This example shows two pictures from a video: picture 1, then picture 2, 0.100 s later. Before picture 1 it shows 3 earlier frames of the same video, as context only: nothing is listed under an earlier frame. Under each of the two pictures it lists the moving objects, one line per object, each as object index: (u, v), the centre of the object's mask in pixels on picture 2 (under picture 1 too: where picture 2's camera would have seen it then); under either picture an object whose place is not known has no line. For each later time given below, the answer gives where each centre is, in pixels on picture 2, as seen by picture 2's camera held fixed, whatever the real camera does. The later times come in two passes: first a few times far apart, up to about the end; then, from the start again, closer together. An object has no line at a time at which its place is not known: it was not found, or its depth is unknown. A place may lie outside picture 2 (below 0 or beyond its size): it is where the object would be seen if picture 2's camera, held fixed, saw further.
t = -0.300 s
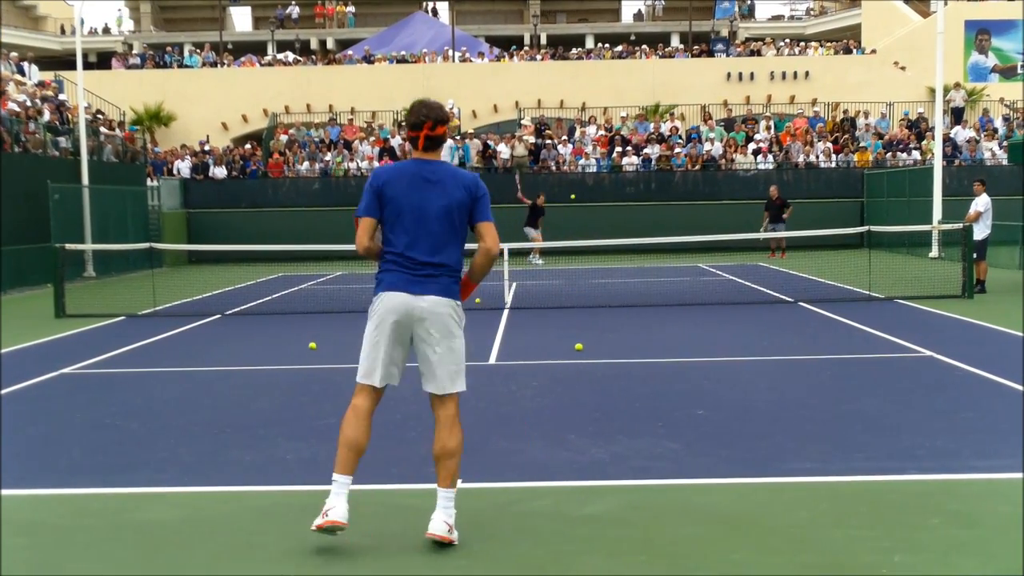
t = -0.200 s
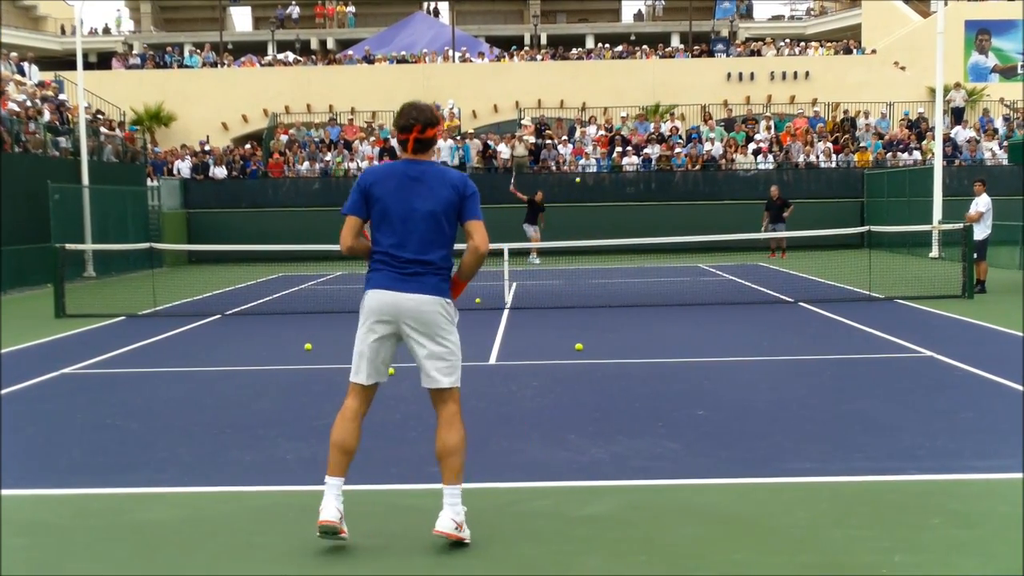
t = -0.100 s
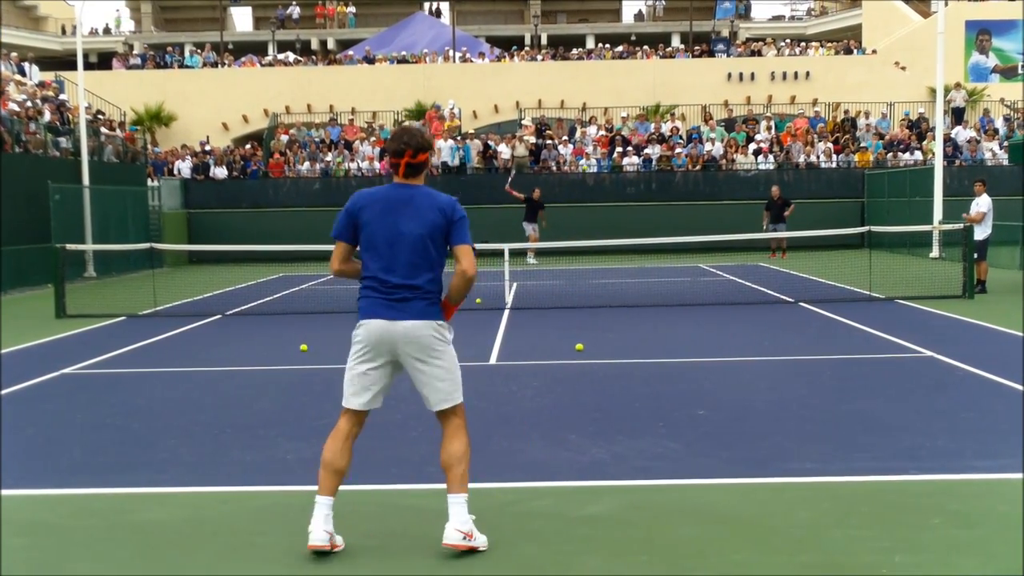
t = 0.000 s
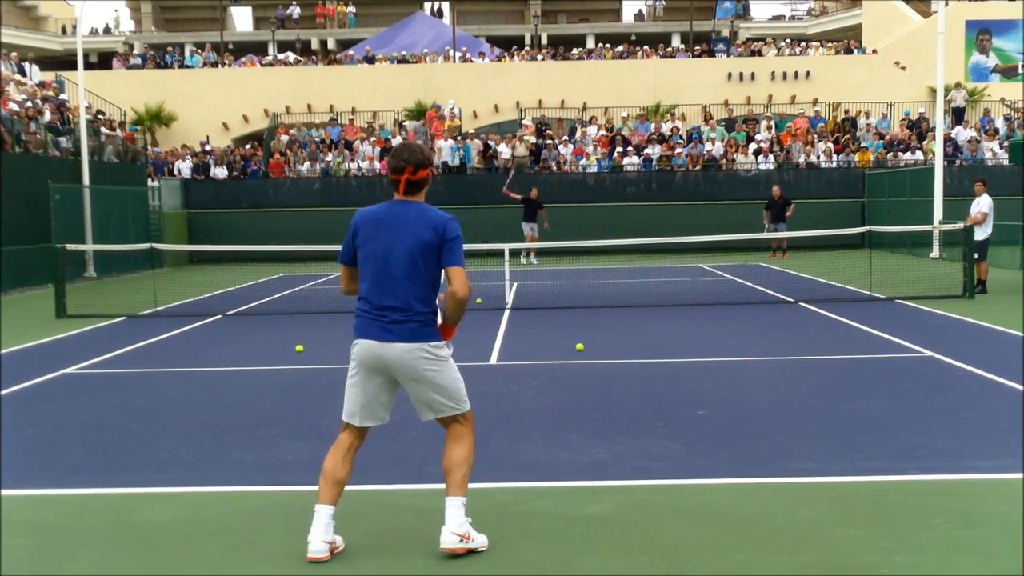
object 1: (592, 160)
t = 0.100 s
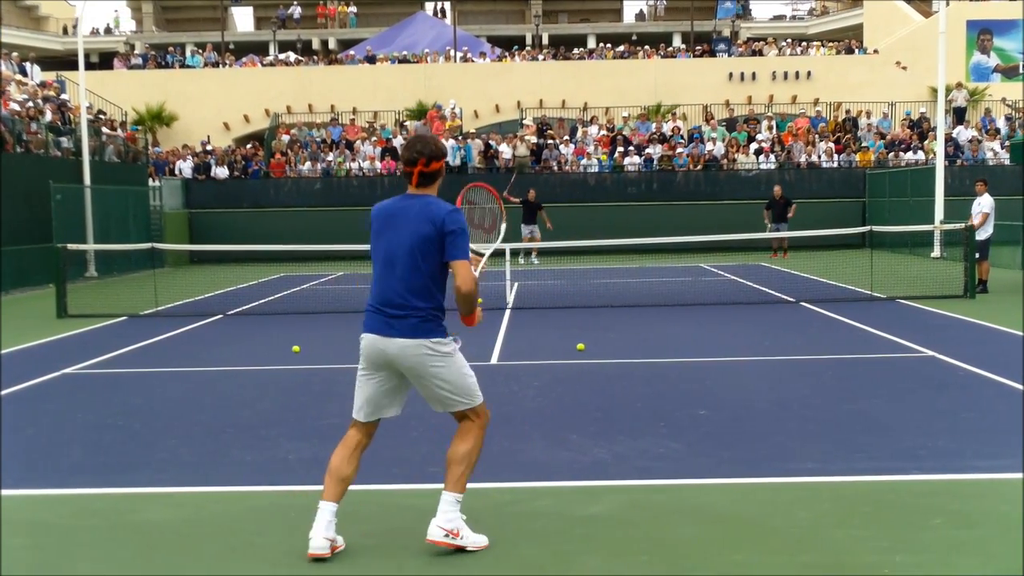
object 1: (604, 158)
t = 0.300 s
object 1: (631, 182)
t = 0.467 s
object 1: (666, 248)
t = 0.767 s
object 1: (769, 415)
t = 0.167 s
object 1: (611, 161)
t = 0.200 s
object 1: (615, 164)
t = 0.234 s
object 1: (620, 169)
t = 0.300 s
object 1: (631, 182)
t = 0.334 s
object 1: (637, 191)
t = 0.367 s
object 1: (643, 201)
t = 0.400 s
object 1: (650, 214)
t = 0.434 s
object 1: (657, 230)
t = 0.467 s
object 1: (666, 248)
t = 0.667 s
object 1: (734, 430)
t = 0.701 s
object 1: (747, 454)
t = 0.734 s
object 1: (758, 435)
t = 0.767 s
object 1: (769, 415)
